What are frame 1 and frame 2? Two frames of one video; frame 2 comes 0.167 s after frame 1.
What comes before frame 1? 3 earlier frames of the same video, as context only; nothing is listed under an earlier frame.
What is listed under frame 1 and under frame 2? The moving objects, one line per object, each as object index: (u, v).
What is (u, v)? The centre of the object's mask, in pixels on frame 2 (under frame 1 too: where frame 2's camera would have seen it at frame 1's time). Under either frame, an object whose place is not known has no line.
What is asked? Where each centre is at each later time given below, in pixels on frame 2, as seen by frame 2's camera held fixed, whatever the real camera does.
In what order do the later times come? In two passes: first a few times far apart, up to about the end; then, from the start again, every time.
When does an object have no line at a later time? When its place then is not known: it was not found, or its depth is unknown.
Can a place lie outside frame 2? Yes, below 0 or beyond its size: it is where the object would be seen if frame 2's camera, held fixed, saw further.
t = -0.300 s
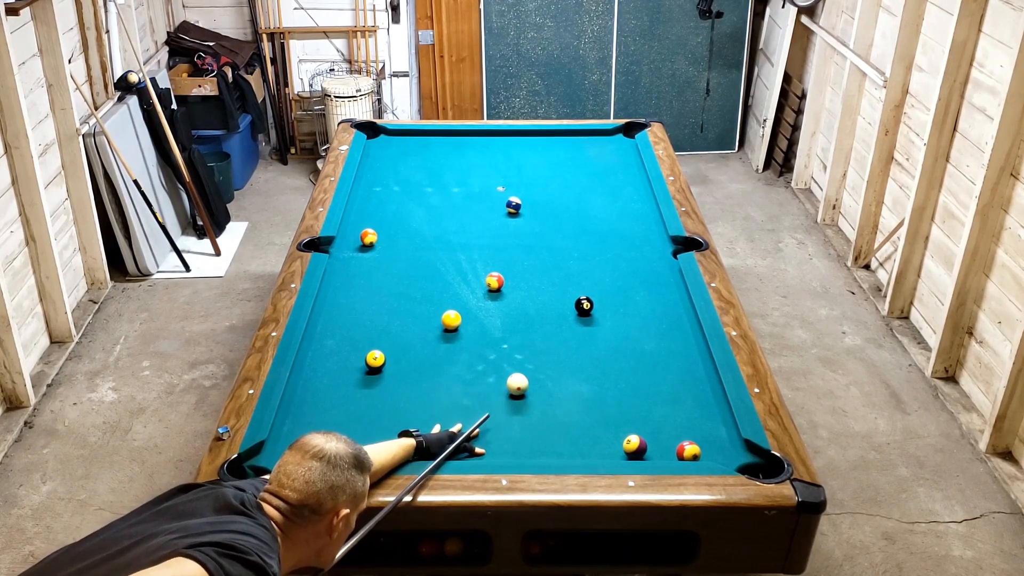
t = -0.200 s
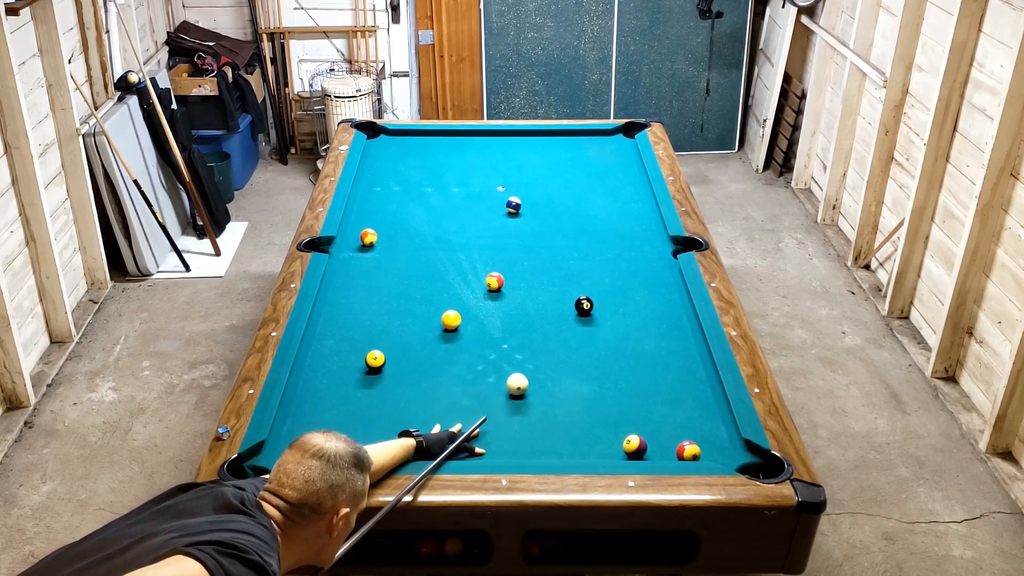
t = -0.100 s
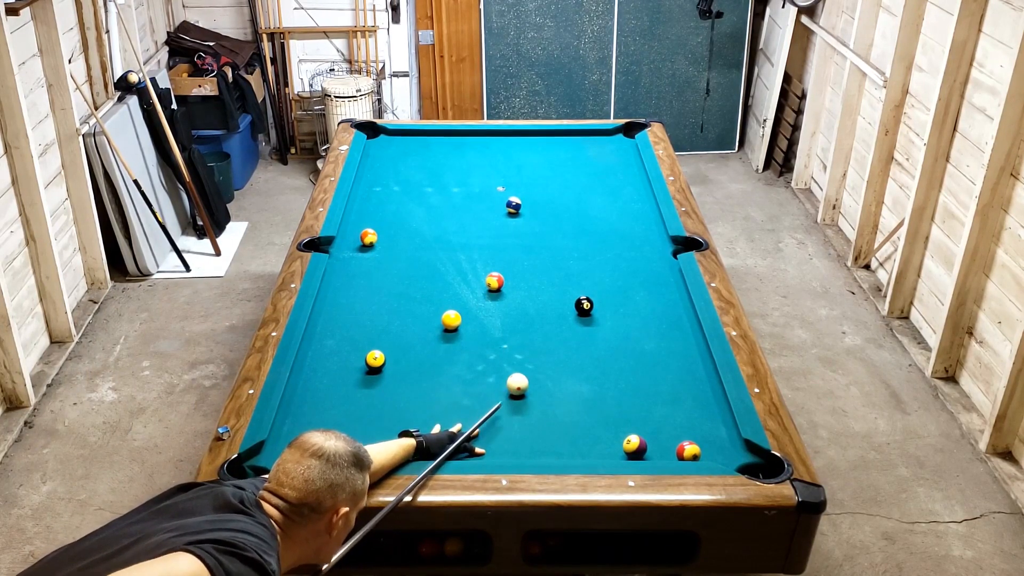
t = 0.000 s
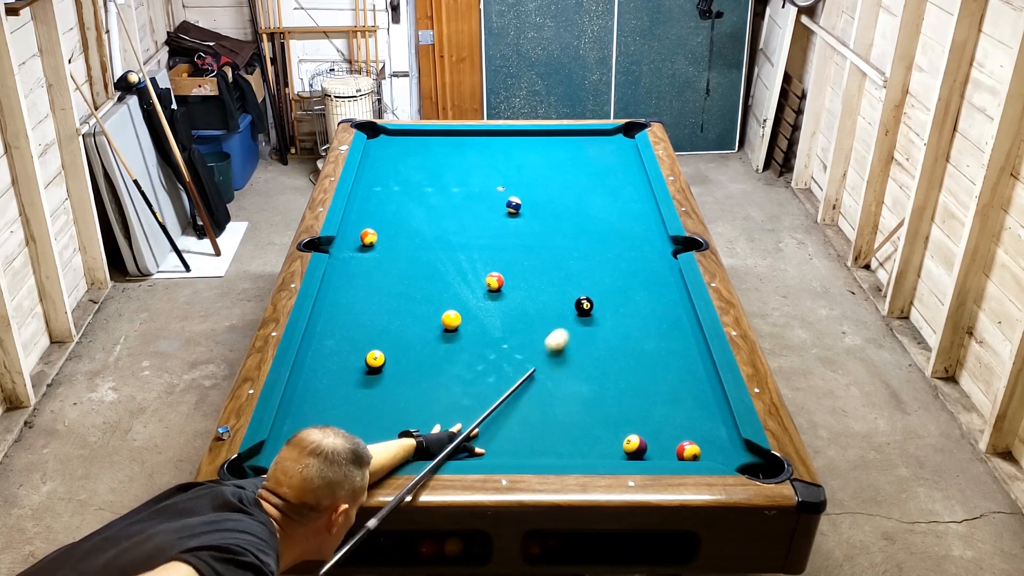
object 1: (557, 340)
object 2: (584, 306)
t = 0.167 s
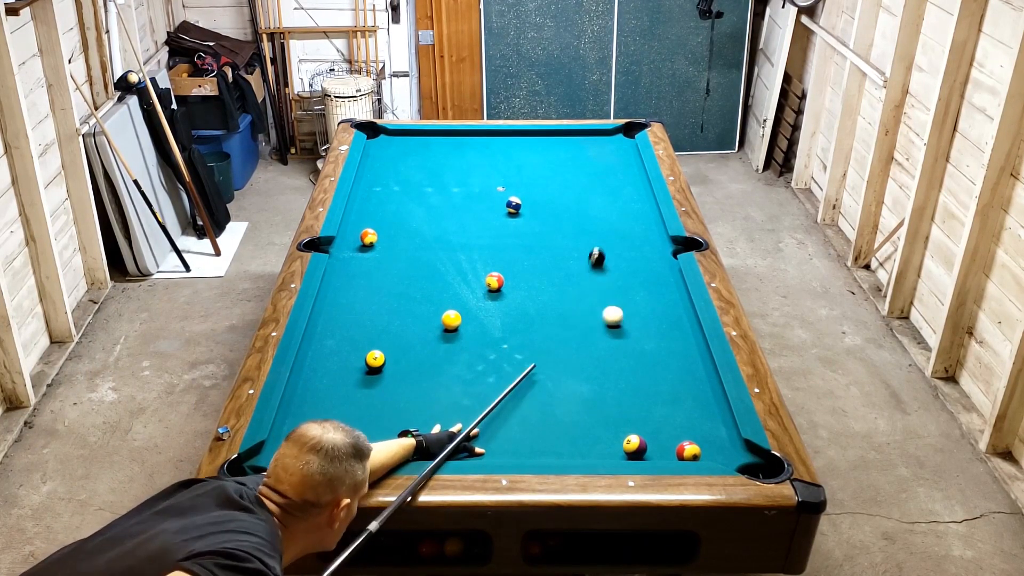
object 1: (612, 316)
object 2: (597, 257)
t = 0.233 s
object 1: (627, 317)
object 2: (603, 234)
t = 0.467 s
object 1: (677, 322)
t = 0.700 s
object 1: (673, 331)
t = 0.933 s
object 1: (651, 340)
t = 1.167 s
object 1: (630, 349)
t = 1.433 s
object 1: (607, 360)
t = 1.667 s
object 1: (588, 368)
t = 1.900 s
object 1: (569, 375)
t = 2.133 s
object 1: (552, 382)
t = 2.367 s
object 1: (537, 389)
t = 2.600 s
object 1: (522, 395)
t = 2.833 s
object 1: (509, 400)
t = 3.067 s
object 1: (498, 404)
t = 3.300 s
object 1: (489, 407)
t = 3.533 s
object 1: (480, 410)
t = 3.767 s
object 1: (475, 411)
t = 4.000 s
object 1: (472, 412)
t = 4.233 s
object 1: (470, 413)
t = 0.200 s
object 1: (620, 316)
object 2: (600, 245)
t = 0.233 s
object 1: (627, 317)
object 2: (603, 234)
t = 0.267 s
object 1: (634, 317)
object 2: (606, 224)
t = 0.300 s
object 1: (641, 318)
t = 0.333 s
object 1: (649, 319)
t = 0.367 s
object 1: (656, 320)
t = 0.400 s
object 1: (663, 320)
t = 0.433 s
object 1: (670, 321)
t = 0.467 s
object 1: (677, 322)
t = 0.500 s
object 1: (685, 322)
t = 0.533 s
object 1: (690, 323)
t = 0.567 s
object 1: (687, 325)
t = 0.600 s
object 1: (683, 326)
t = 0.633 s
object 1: (680, 328)
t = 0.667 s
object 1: (677, 329)
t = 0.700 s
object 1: (673, 331)
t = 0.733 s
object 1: (670, 332)
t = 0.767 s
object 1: (667, 333)
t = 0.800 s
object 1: (664, 335)
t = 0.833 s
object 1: (661, 336)
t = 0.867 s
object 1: (658, 337)
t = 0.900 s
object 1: (654, 339)
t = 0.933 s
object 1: (651, 340)
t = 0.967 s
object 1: (648, 342)
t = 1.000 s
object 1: (645, 343)
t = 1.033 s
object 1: (642, 344)
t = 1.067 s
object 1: (639, 346)
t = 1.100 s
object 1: (636, 347)
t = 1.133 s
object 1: (633, 348)
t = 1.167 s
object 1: (630, 349)
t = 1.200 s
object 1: (627, 351)
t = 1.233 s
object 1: (624, 352)
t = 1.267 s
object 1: (621, 353)
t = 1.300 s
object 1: (619, 354)
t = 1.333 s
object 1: (616, 356)
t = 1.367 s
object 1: (613, 357)
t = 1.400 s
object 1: (610, 358)
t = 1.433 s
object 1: (607, 360)
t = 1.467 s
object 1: (604, 361)
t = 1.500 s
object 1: (601, 362)
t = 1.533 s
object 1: (599, 363)
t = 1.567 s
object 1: (596, 364)
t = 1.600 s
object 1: (593, 365)
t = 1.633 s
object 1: (590, 367)
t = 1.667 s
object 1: (588, 368)
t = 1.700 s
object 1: (585, 369)
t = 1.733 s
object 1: (582, 370)
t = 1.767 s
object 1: (580, 371)
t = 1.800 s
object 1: (577, 372)
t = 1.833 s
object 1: (574, 373)
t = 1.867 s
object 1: (572, 374)
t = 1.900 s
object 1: (569, 375)
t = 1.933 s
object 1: (567, 376)
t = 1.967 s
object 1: (564, 377)
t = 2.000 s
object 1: (562, 378)
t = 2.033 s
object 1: (559, 380)
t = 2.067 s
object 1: (557, 381)
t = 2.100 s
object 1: (555, 381)
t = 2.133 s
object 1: (552, 382)
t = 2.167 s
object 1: (550, 383)
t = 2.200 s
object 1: (548, 384)
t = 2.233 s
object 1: (545, 385)
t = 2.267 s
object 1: (543, 386)
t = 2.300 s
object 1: (541, 387)
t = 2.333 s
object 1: (539, 388)
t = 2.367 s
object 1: (537, 389)
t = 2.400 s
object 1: (534, 390)
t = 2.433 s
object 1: (532, 390)
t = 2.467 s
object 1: (530, 391)
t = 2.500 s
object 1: (528, 392)
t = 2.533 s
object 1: (526, 393)
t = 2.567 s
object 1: (524, 394)
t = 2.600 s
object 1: (522, 395)
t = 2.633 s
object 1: (520, 396)
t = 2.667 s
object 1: (518, 396)
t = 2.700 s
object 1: (517, 397)
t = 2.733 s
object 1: (515, 398)
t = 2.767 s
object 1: (513, 398)
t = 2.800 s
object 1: (511, 399)
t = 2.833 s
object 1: (509, 400)
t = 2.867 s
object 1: (508, 400)
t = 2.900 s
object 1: (506, 401)
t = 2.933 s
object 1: (504, 401)
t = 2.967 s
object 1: (503, 402)
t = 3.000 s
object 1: (501, 403)
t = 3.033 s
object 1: (500, 403)
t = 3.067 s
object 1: (498, 404)
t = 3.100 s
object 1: (497, 405)
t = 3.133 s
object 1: (495, 405)
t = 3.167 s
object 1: (494, 406)
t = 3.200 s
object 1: (492, 406)
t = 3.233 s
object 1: (491, 407)
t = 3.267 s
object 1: (490, 407)
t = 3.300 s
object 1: (489, 407)
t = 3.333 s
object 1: (487, 408)
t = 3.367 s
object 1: (486, 408)
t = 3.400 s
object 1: (485, 409)
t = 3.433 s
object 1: (484, 409)
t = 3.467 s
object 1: (483, 409)
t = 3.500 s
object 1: (481, 409)
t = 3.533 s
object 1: (480, 410)
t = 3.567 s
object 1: (480, 410)
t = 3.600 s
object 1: (479, 410)
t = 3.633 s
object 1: (478, 410)
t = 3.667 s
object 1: (477, 410)
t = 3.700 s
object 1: (476, 411)
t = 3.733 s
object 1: (476, 411)
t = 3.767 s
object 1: (475, 411)
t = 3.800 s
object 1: (474, 411)
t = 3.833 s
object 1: (474, 412)
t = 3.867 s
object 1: (473, 412)
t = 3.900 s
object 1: (473, 412)
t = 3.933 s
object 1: (472, 412)
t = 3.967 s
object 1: (472, 412)
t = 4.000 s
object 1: (472, 412)
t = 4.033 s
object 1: (471, 413)
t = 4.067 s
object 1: (471, 413)
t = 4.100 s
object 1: (471, 413)
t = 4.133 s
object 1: (470, 413)
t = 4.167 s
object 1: (470, 413)
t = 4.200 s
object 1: (470, 413)
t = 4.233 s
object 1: (470, 413)
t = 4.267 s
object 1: (469, 413)
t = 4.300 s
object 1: (469, 413)
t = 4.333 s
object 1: (469, 413)
